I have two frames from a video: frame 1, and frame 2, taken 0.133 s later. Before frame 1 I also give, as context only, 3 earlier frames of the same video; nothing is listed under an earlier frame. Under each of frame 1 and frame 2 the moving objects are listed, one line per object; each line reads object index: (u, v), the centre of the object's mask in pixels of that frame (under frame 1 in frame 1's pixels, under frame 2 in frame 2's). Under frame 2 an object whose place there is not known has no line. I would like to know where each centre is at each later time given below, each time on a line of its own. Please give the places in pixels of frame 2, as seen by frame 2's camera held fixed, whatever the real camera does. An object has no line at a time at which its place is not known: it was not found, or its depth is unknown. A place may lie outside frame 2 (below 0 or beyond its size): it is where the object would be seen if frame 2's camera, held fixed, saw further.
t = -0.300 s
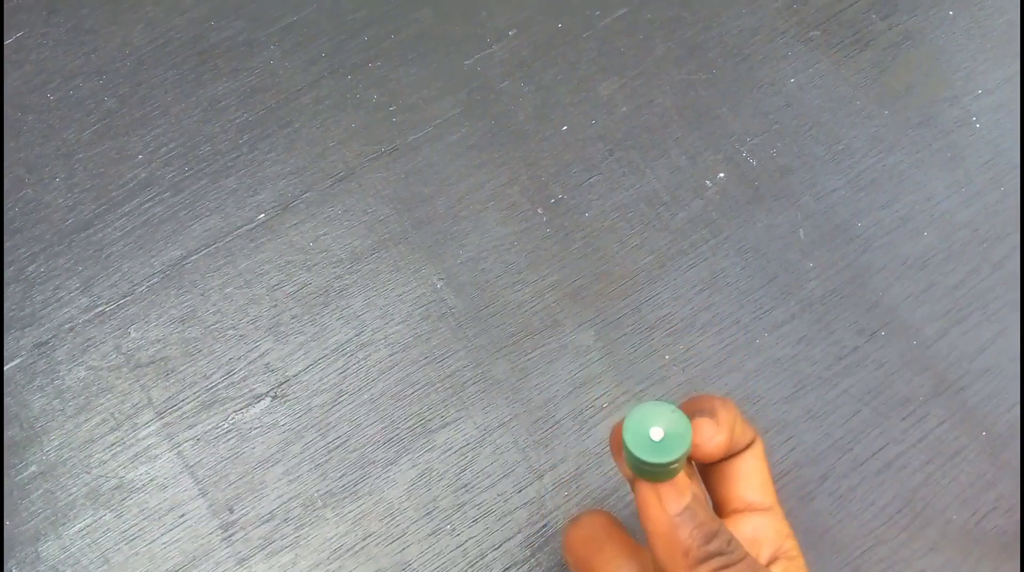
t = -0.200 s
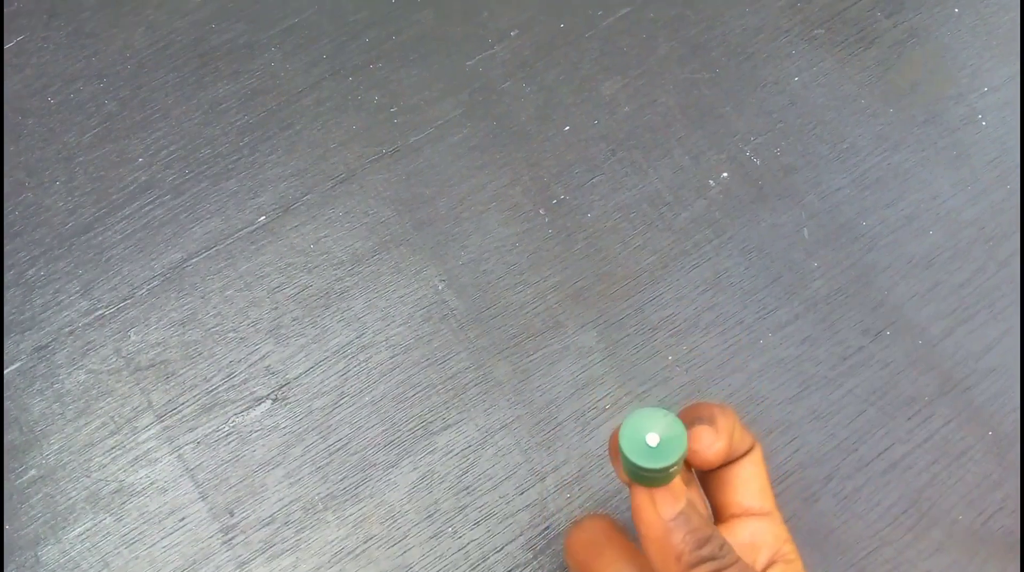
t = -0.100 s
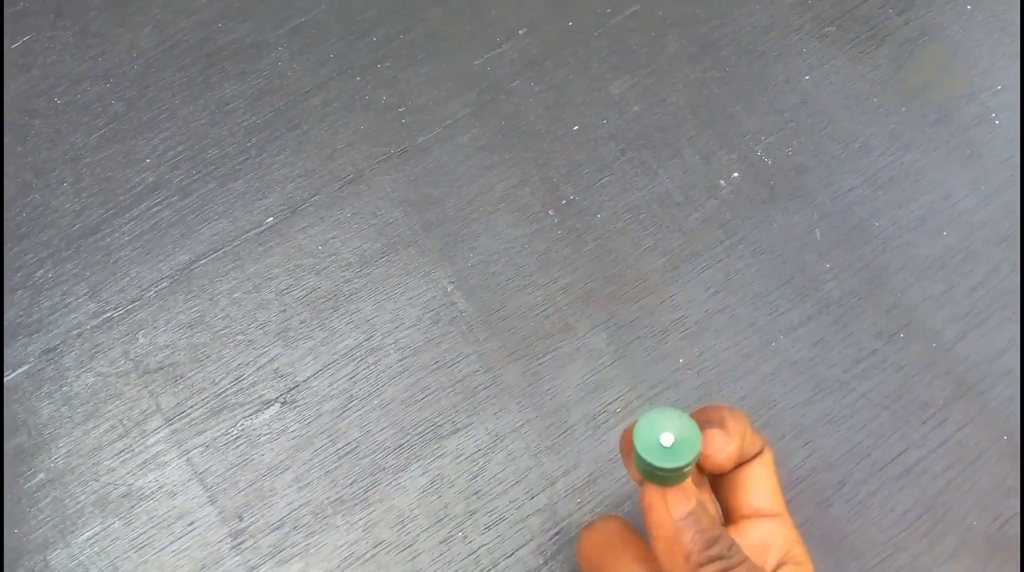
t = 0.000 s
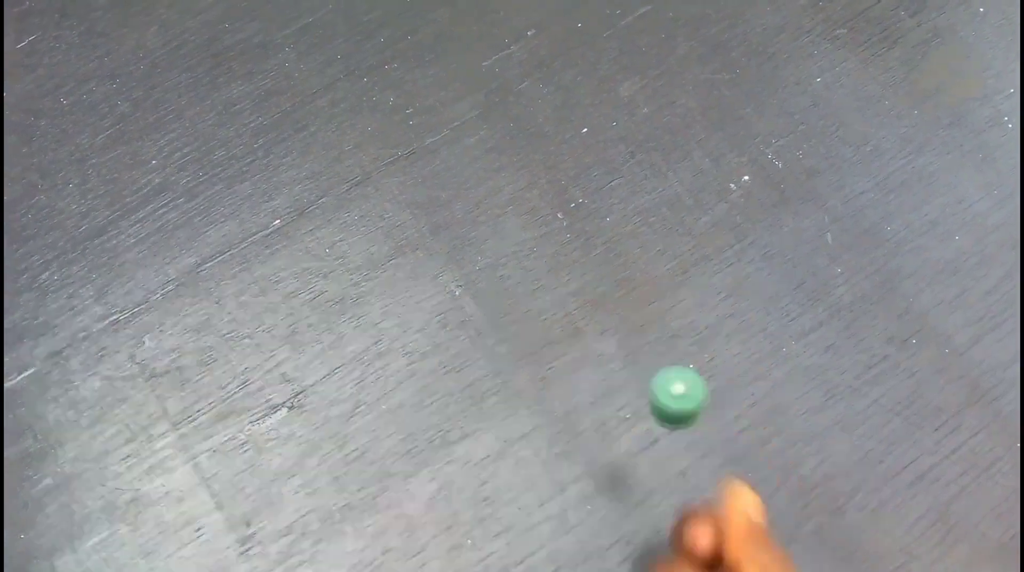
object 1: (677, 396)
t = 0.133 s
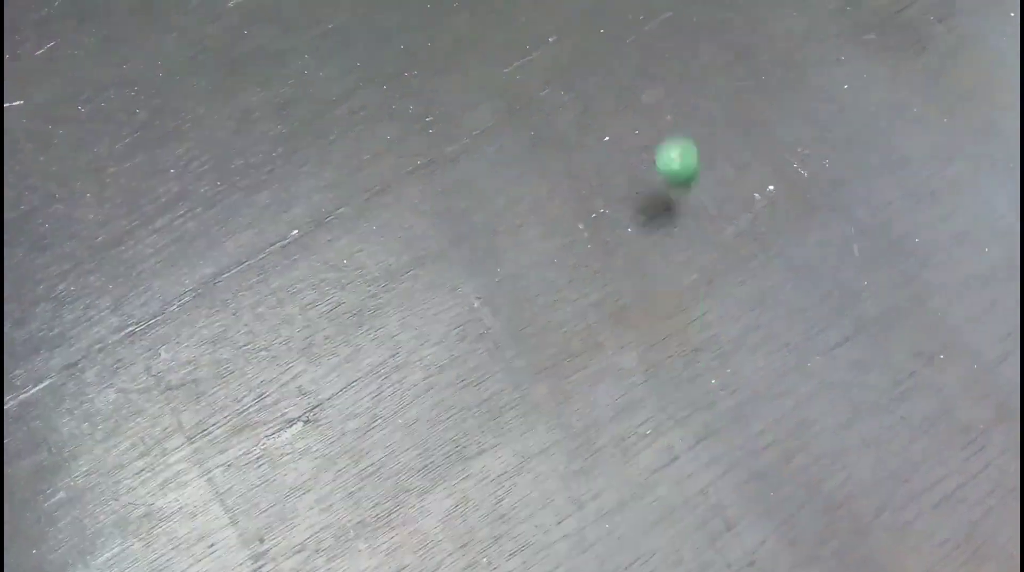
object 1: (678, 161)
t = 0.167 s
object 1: (681, 111)
